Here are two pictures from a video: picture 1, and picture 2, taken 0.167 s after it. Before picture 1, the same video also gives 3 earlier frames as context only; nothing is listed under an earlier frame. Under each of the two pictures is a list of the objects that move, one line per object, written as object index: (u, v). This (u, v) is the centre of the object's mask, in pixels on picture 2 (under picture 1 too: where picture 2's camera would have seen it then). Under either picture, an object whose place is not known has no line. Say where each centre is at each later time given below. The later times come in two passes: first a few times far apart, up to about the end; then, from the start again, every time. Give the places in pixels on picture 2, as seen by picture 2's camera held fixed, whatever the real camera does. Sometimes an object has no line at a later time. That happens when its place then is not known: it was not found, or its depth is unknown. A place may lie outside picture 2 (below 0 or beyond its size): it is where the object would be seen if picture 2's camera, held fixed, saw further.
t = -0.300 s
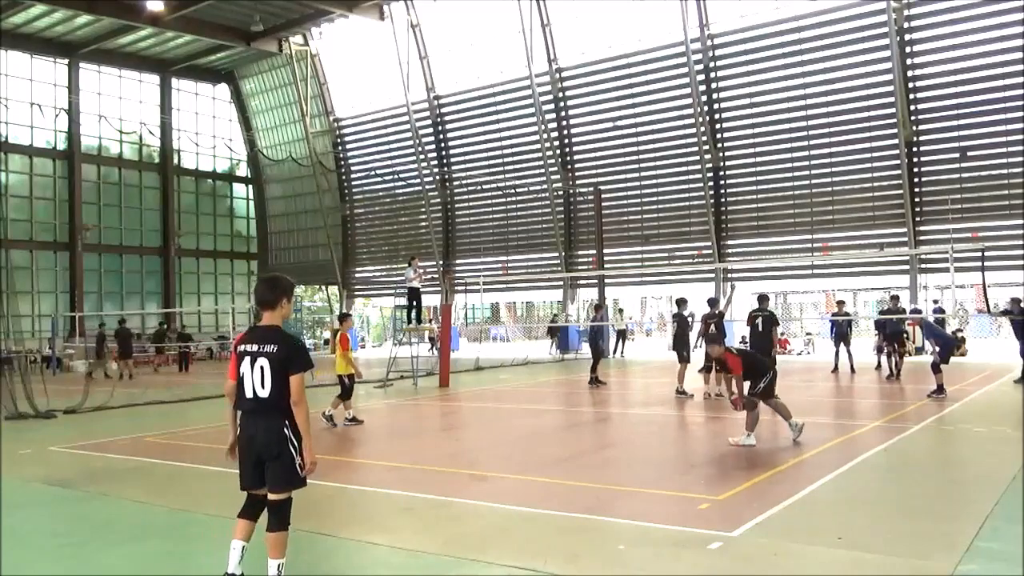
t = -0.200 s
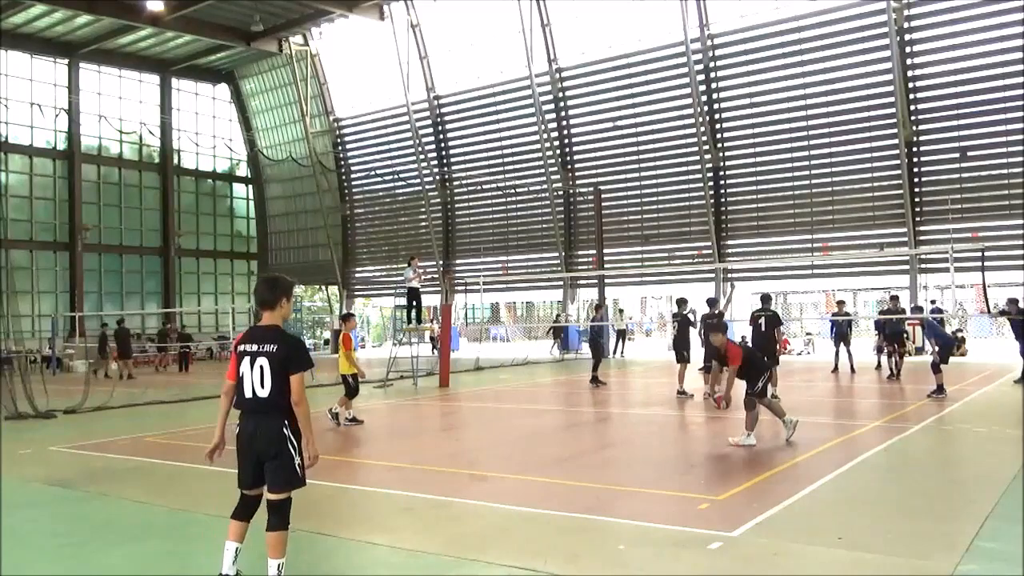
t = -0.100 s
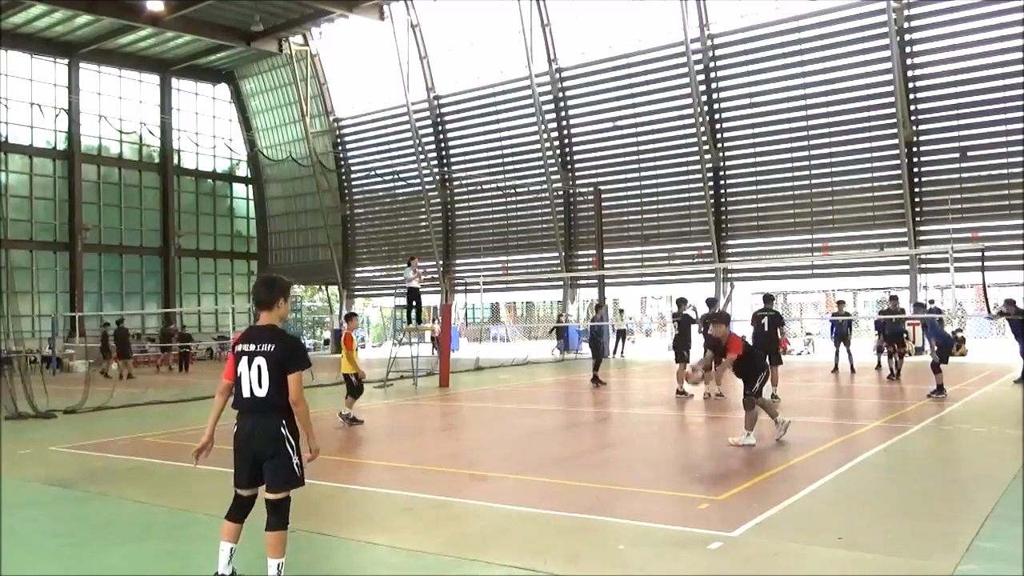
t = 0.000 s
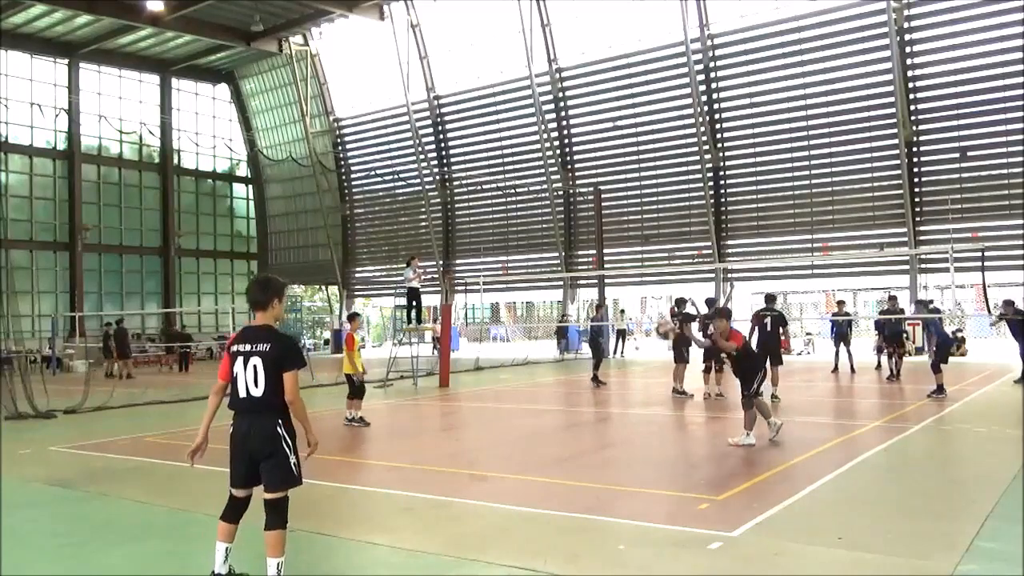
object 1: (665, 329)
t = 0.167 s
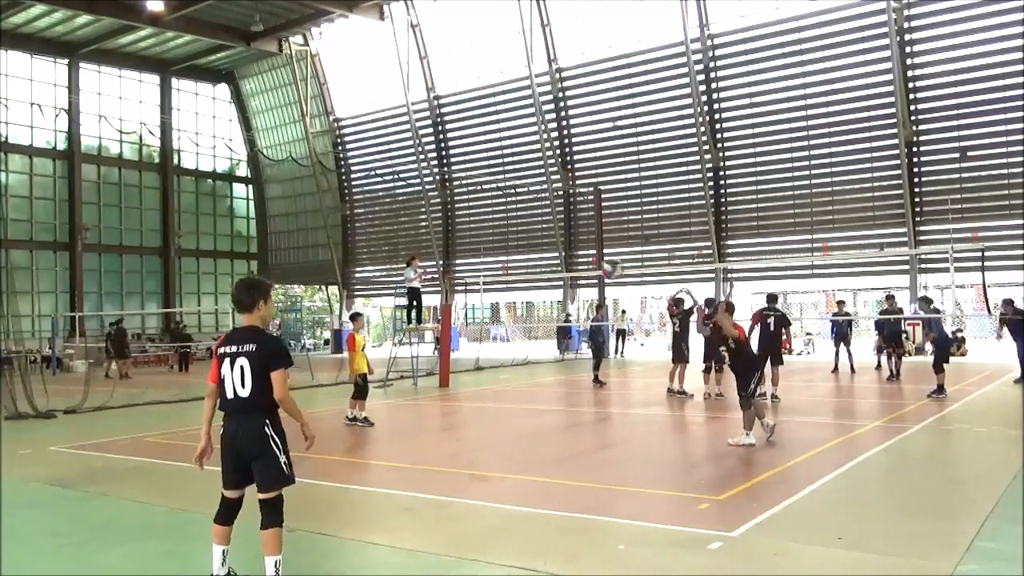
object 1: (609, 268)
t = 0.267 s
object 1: (576, 243)
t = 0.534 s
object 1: (471, 215)
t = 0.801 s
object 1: (331, 296)
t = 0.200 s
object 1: (600, 259)
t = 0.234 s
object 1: (589, 249)
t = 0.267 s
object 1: (576, 243)
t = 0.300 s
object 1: (565, 235)
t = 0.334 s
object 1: (553, 230)
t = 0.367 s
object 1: (540, 224)
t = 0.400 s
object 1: (531, 222)
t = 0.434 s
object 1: (511, 218)
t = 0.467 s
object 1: (499, 216)
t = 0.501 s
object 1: (485, 217)
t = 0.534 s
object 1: (471, 215)
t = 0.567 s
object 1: (455, 222)
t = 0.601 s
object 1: (441, 227)
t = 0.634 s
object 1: (423, 233)
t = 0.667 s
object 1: (407, 242)
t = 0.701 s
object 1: (388, 253)
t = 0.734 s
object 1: (368, 266)
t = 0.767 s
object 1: (349, 280)
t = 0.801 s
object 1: (331, 296)
